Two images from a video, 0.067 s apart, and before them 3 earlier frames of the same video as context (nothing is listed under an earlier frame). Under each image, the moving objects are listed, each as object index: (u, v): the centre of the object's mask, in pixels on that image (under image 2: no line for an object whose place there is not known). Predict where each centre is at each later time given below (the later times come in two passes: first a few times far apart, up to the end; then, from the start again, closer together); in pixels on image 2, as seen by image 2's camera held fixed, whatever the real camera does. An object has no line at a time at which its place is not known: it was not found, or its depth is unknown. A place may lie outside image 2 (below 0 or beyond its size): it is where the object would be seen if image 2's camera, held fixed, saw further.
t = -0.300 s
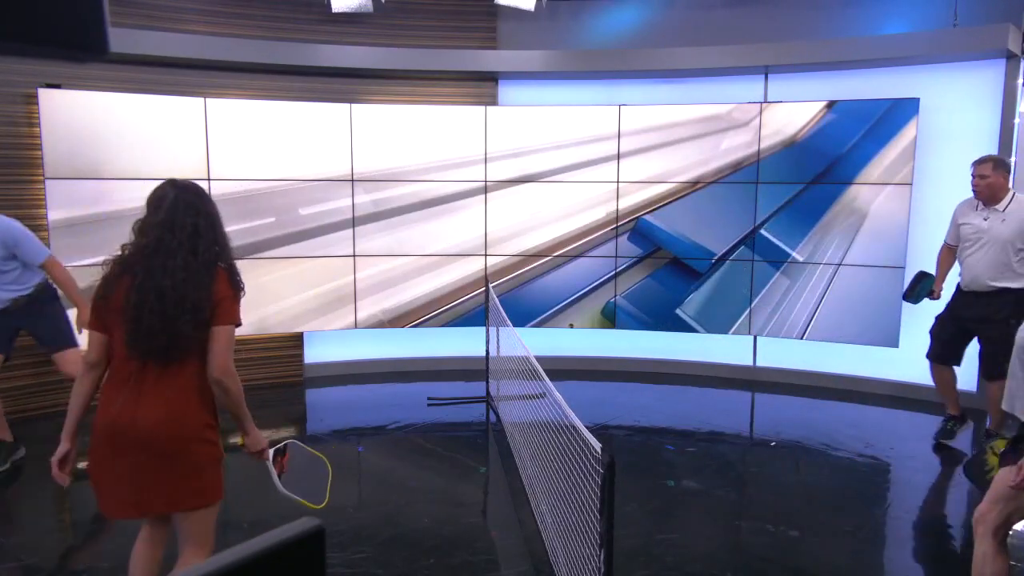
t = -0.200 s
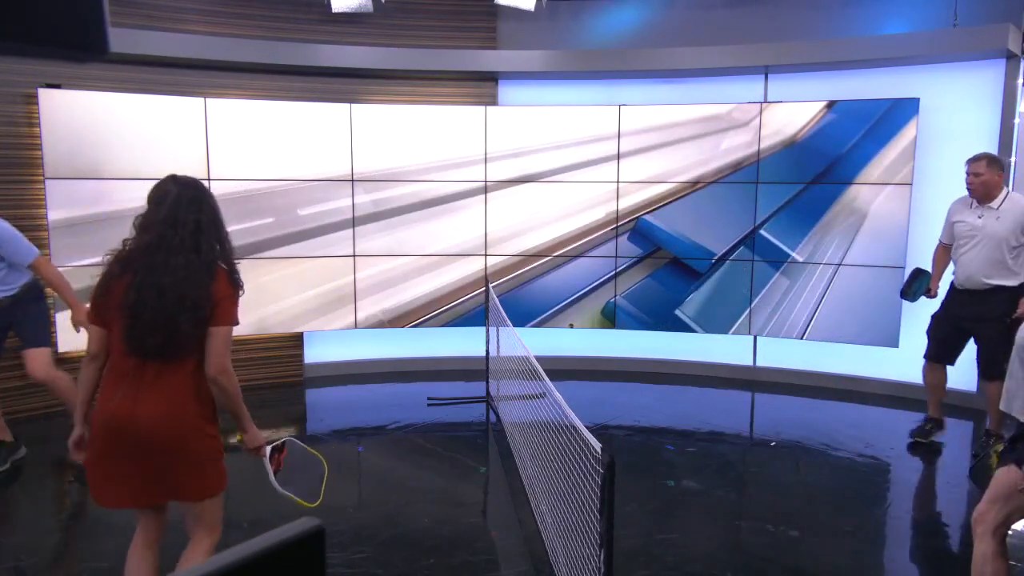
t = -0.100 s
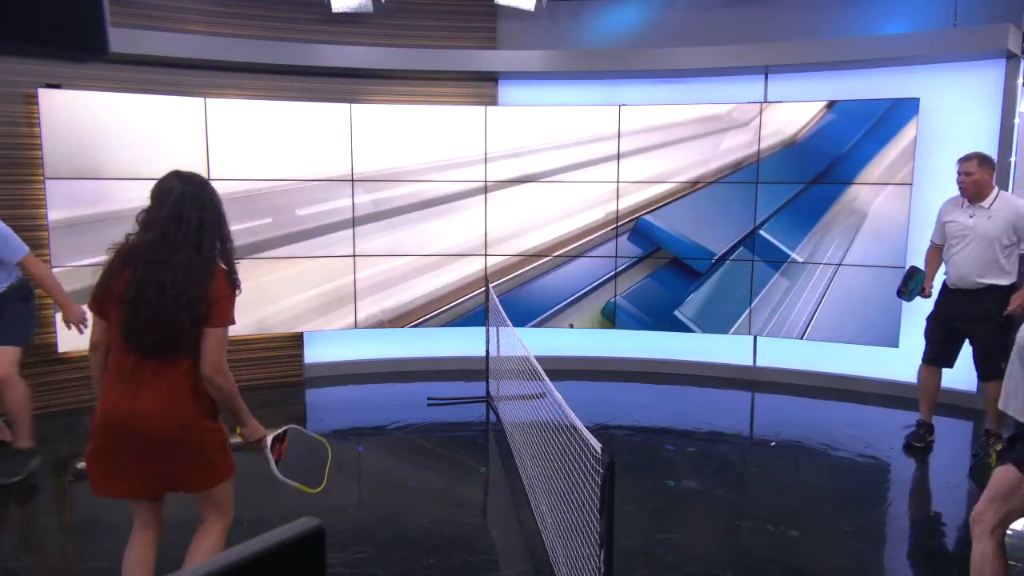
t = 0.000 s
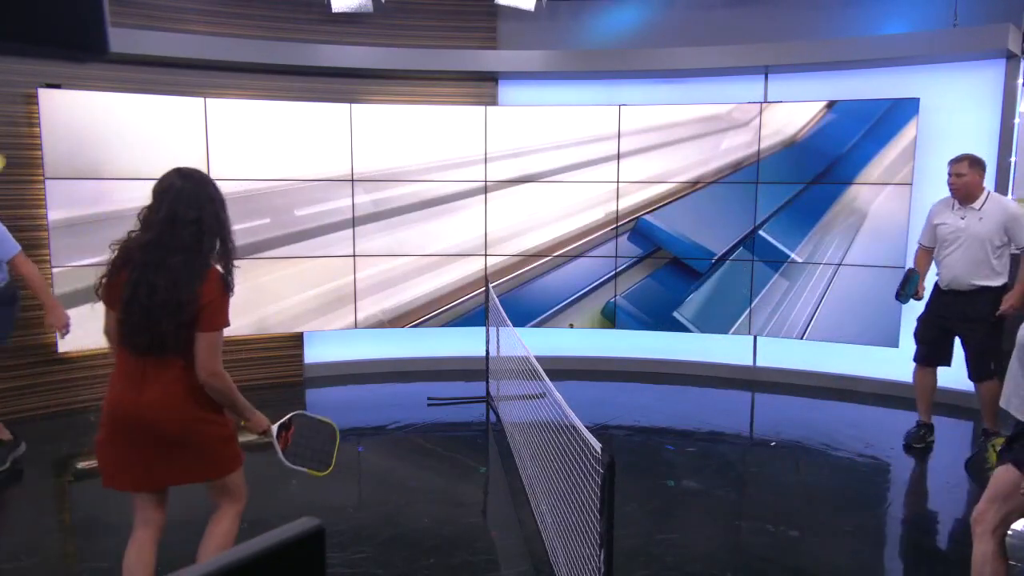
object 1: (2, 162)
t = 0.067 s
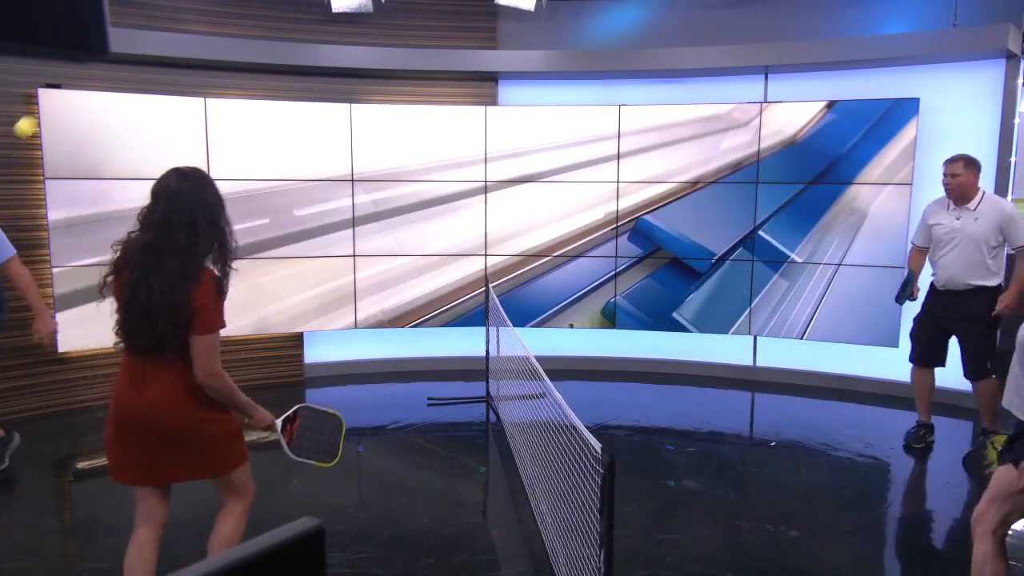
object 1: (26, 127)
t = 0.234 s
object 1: (115, 74)
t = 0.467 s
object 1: (250, 107)
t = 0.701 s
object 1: (391, 266)
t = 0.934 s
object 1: (525, 532)
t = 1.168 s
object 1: (539, 463)
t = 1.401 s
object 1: (528, 500)
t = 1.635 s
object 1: (530, 518)
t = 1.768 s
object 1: (540, 514)
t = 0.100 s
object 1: (41, 111)
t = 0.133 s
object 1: (60, 97)
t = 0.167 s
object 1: (79, 86)
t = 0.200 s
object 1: (97, 80)
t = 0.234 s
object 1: (115, 74)
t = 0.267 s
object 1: (134, 71)
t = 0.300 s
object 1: (153, 70)
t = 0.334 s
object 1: (172, 73)
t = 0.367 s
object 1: (192, 77)
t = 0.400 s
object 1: (211, 84)
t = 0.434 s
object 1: (230, 93)
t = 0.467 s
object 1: (250, 107)
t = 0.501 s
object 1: (271, 123)
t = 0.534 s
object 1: (290, 141)
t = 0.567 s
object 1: (311, 162)
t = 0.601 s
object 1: (331, 185)
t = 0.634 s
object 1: (351, 211)
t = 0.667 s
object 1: (371, 237)
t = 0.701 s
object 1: (391, 266)
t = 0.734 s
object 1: (410, 299)
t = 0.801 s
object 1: (449, 369)
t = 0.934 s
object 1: (525, 532)
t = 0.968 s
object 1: (533, 527)
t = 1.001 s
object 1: (537, 508)
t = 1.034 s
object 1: (538, 492)
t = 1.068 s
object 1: (540, 480)
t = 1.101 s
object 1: (540, 472)
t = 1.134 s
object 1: (540, 466)
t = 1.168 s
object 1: (539, 463)
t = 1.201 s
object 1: (539, 461)
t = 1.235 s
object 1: (538, 462)
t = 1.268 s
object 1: (536, 465)
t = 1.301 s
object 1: (534, 470)
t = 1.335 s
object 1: (532, 478)
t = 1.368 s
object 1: (530, 488)
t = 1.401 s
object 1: (528, 500)
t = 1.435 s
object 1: (525, 515)
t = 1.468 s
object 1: (523, 532)
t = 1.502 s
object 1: (520, 551)
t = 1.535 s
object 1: (522, 545)
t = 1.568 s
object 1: (525, 533)
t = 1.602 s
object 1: (528, 525)
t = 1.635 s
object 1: (530, 518)
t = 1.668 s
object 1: (533, 514)
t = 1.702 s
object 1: (536, 511)
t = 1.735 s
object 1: (539, 511)
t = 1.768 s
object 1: (540, 514)
